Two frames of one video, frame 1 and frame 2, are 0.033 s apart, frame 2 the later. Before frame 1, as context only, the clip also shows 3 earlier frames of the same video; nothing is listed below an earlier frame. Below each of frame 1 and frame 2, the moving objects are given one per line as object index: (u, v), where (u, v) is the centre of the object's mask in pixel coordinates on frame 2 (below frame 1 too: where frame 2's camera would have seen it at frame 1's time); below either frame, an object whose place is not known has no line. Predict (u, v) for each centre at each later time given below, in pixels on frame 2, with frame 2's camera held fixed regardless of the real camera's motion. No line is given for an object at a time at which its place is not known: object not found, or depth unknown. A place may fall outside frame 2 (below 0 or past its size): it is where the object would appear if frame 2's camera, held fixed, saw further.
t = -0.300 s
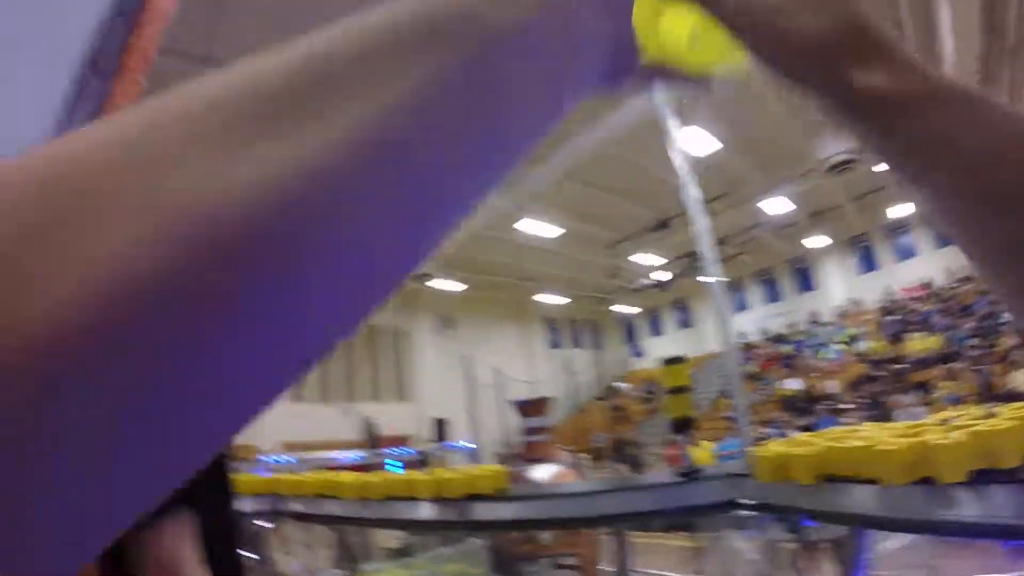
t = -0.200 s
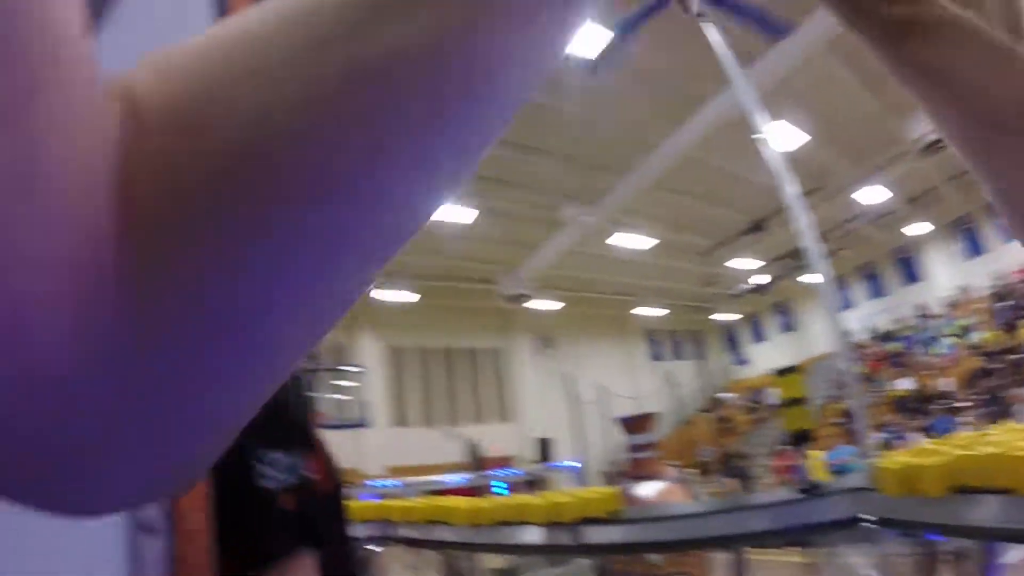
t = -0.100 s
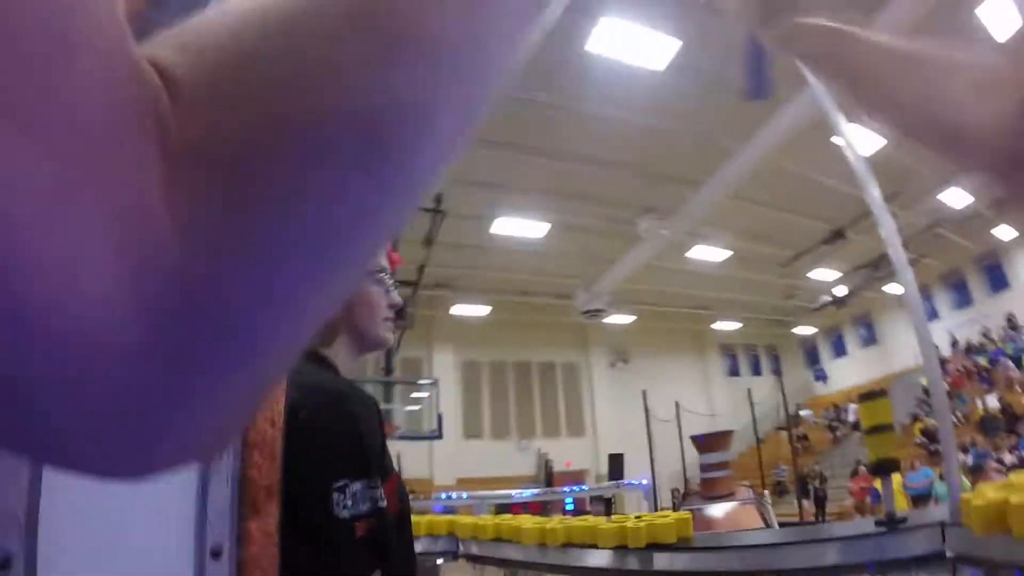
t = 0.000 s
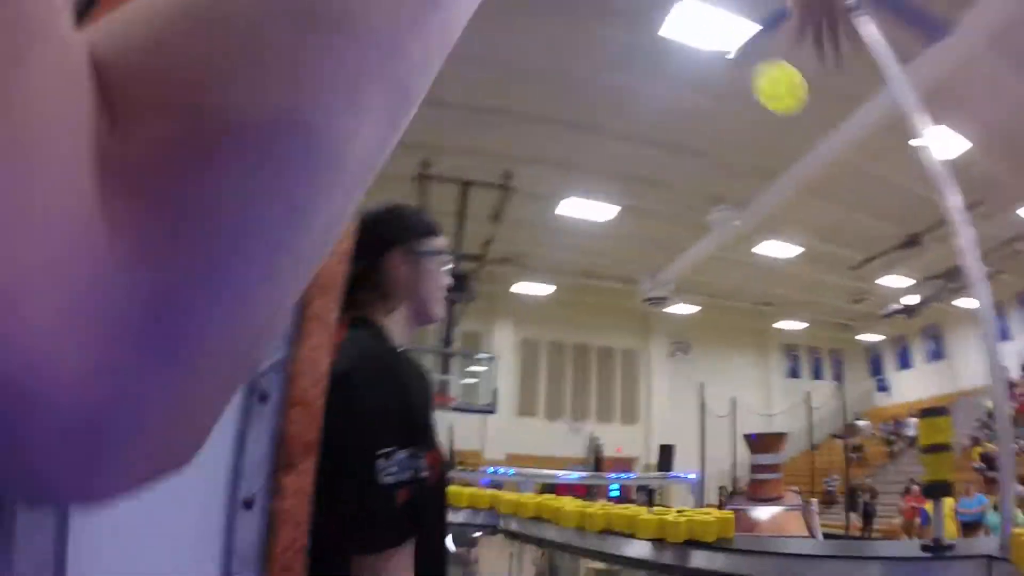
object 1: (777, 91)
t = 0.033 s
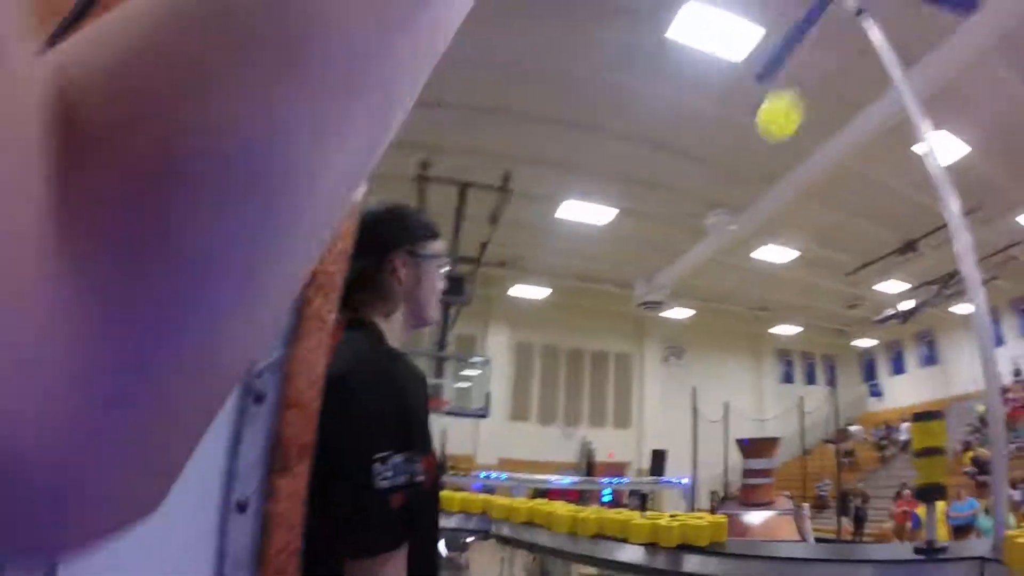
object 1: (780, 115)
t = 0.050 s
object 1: (774, 128)
